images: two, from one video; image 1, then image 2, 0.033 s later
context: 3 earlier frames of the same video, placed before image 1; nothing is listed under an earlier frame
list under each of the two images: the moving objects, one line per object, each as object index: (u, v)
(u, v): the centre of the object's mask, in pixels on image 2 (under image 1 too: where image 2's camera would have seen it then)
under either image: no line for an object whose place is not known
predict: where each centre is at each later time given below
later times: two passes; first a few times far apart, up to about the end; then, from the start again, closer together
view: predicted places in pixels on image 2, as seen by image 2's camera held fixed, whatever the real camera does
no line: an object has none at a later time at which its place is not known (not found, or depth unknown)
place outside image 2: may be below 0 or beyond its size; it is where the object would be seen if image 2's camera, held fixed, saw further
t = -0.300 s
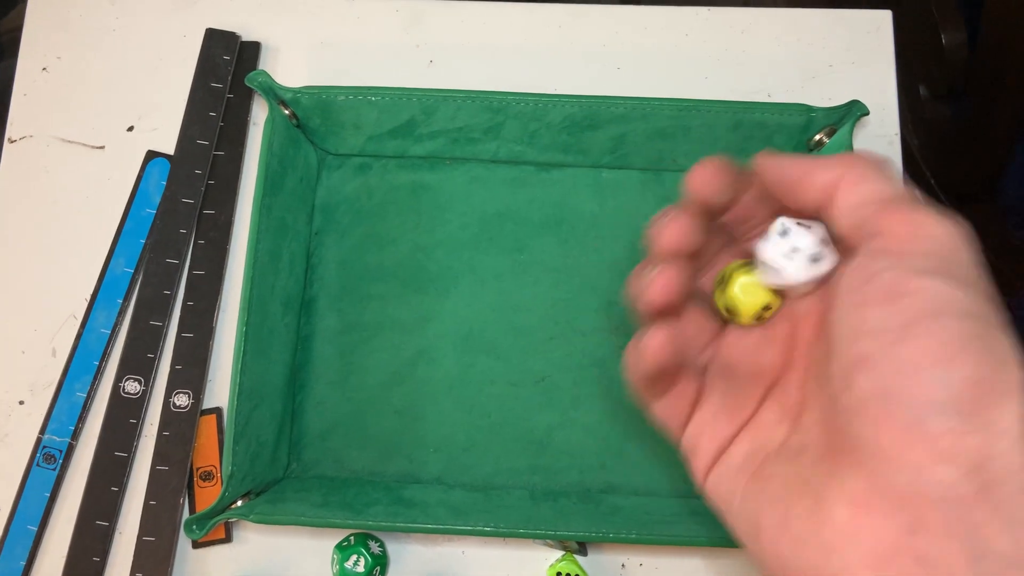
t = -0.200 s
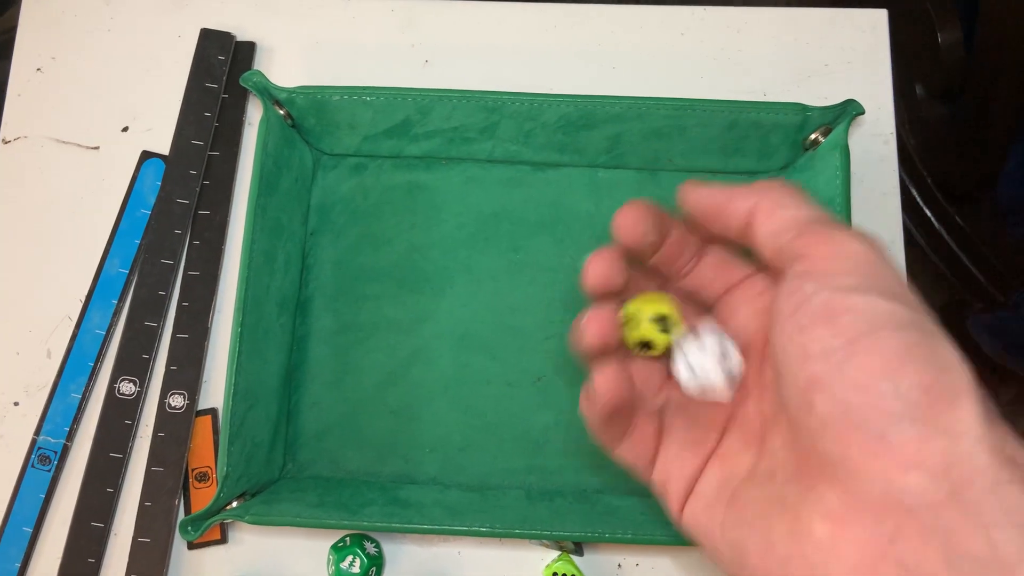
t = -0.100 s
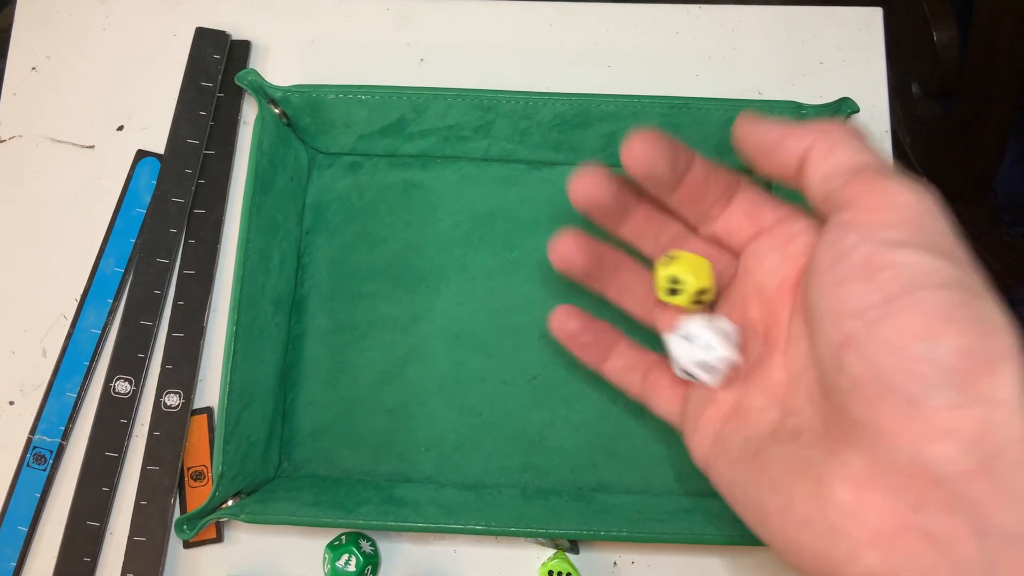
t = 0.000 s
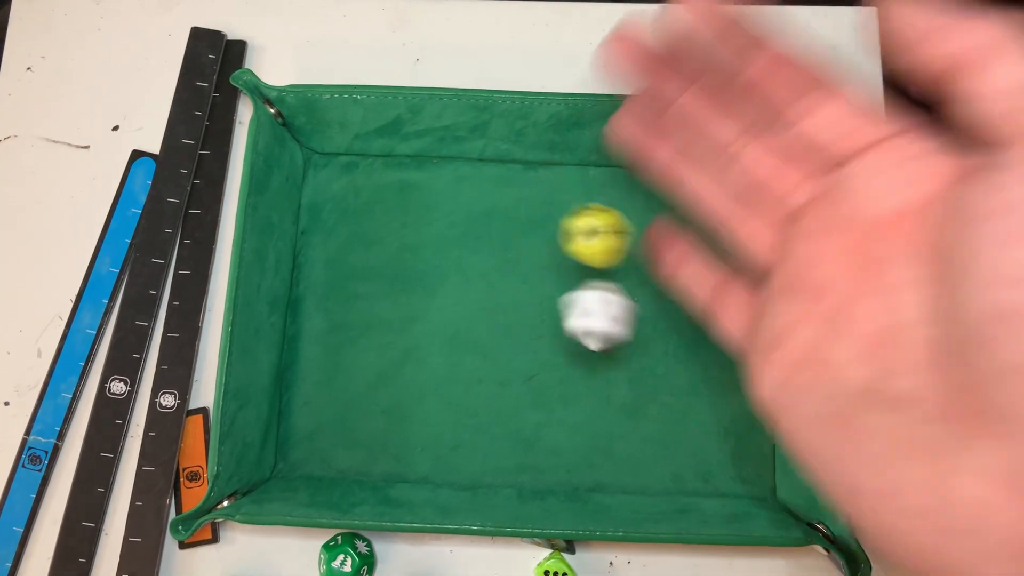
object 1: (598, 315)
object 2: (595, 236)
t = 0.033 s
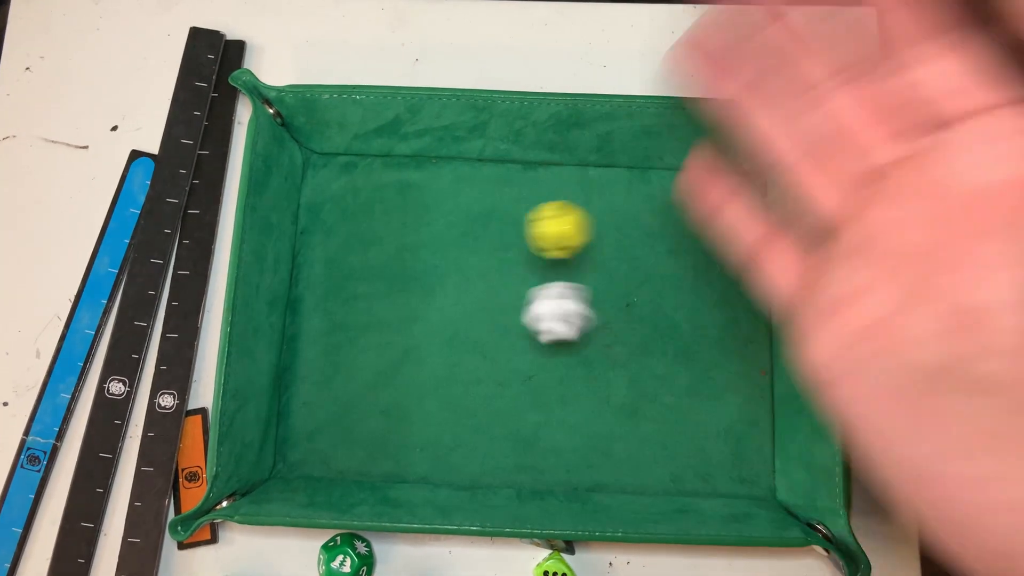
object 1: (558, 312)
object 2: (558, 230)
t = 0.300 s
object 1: (303, 307)
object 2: (361, 285)
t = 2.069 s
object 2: (351, 282)
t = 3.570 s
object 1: (332, 336)
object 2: (351, 282)
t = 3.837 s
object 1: (332, 336)
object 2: (351, 282)
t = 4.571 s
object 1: (332, 336)
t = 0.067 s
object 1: (524, 314)
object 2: (525, 233)
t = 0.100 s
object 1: (488, 305)
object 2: (497, 237)
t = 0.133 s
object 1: (450, 298)
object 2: (476, 236)
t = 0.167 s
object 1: (416, 300)
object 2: (454, 243)
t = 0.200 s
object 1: (381, 302)
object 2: (431, 254)
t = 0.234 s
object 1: (346, 305)
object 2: (407, 264)
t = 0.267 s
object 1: (314, 306)
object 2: (384, 276)
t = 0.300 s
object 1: (303, 307)
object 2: (361, 285)
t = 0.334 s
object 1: (305, 309)
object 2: (359, 289)
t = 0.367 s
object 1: (310, 313)
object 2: (357, 287)
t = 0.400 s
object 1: (311, 317)
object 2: (356, 283)
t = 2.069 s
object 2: (351, 282)
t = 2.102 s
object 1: (332, 336)
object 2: (351, 282)
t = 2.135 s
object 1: (332, 336)
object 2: (351, 282)
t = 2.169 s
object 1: (332, 336)
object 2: (351, 282)
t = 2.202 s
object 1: (332, 336)
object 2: (351, 282)
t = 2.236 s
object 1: (332, 336)
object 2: (351, 282)
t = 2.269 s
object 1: (332, 336)
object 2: (351, 282)
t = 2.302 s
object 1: (332, 336)
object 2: (351, 282)
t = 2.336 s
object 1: (332, 336)
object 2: (351, 282)
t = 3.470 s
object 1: (332, 336)
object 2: (351, 283)
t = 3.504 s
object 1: (332, 336)
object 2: (351, 282)
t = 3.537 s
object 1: (332, 336)
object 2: (351, 282)
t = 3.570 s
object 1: (332, 336)
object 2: (351, 282)
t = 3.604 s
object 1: (332, 336)
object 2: (351, 282)
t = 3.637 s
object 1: (332, 336)
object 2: (351, 282)
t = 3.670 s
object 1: (332, 336)
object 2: (351, 282)
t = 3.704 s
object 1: (332, 336)
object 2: (351, 282)
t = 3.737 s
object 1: (332, 336)
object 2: (351, 282)
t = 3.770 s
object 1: (332, 336)
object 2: (351, 282)
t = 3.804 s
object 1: (332, 336)
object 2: (351, 282)
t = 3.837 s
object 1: (332, 336)
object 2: (351, 282)
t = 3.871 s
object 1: (332, 336)
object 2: (351, 282)
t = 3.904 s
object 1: (332, 336)
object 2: (351, 282)
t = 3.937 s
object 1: (332, 336)
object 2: (351, 282)
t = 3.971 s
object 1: (332, 336)
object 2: (351, 282)
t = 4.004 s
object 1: (332, 336)
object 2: (351, 282)
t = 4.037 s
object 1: (332, 336)
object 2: (351, 282)
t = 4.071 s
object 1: (332, 336)
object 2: (351, 282)
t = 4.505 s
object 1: (332, 336)
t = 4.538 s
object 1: (333, 336)
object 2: (351, 282)
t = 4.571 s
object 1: (332, 336)
